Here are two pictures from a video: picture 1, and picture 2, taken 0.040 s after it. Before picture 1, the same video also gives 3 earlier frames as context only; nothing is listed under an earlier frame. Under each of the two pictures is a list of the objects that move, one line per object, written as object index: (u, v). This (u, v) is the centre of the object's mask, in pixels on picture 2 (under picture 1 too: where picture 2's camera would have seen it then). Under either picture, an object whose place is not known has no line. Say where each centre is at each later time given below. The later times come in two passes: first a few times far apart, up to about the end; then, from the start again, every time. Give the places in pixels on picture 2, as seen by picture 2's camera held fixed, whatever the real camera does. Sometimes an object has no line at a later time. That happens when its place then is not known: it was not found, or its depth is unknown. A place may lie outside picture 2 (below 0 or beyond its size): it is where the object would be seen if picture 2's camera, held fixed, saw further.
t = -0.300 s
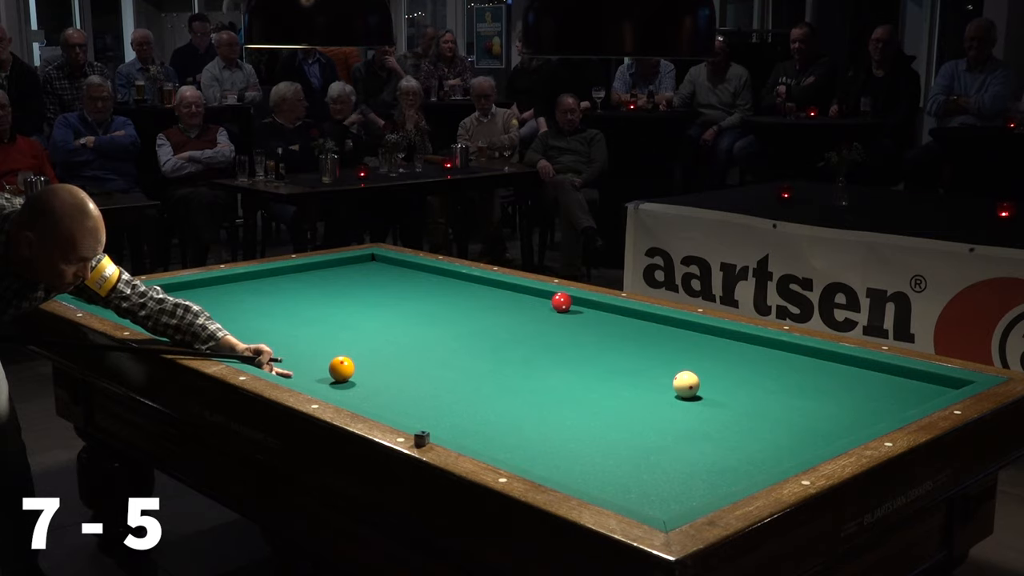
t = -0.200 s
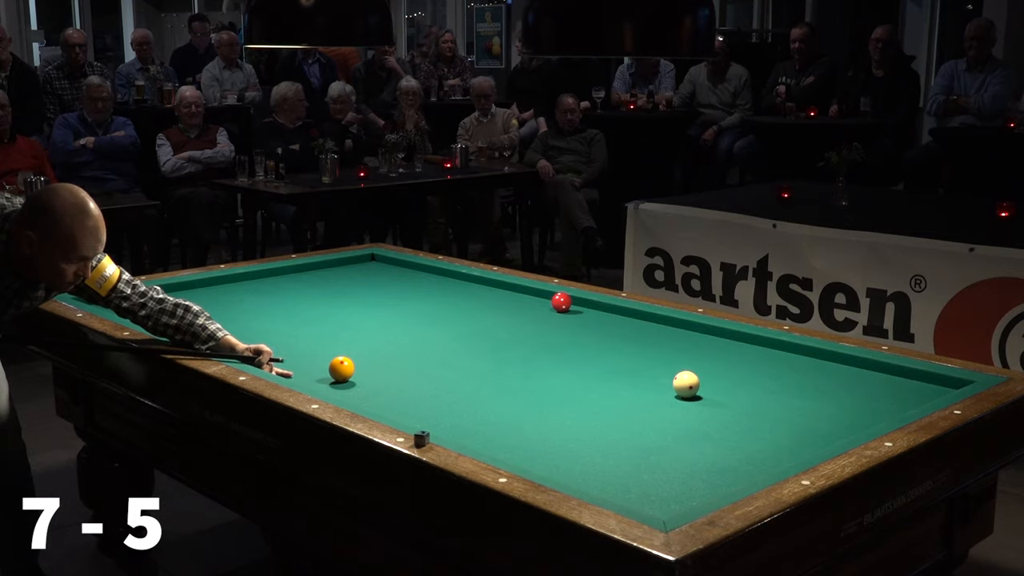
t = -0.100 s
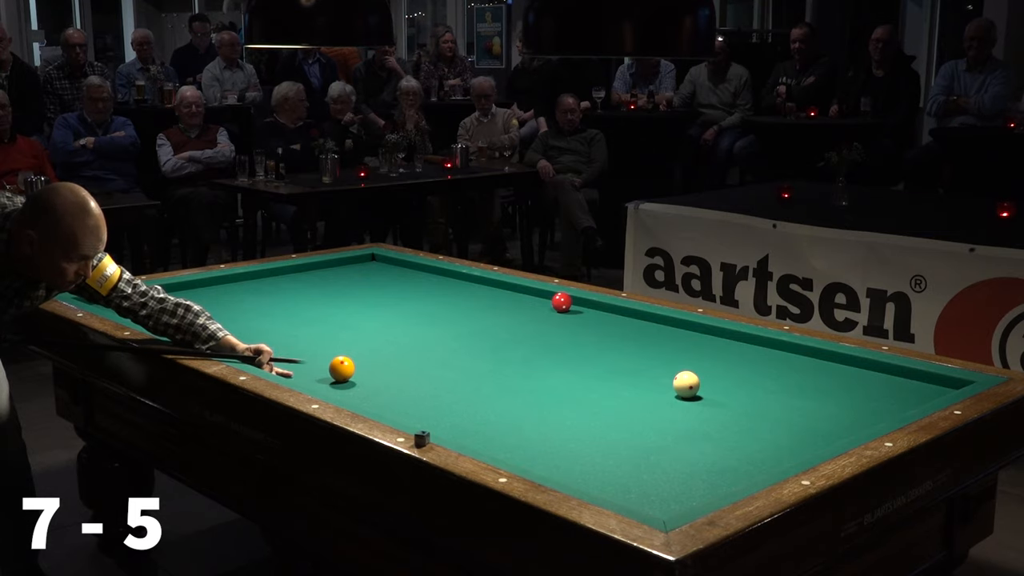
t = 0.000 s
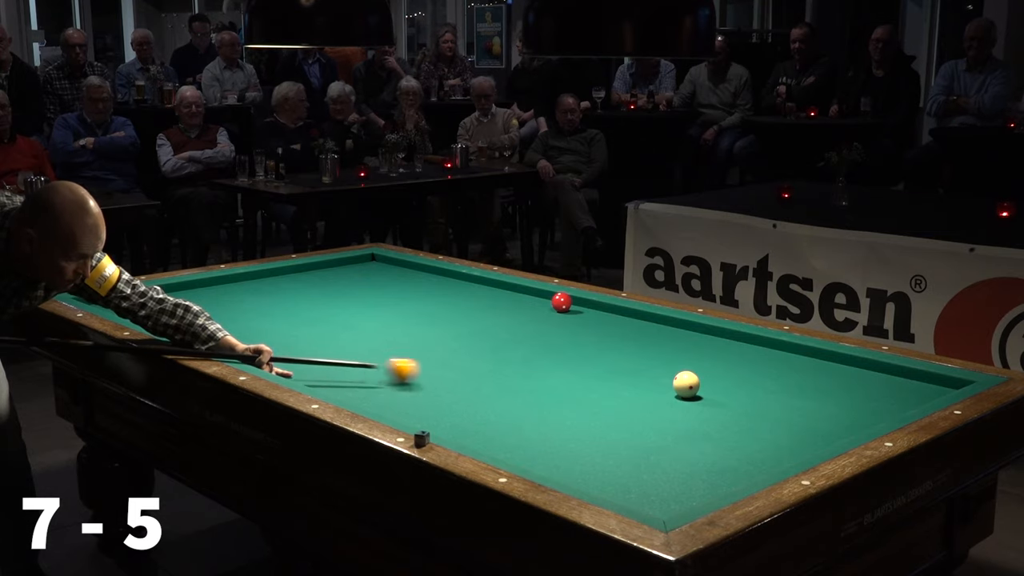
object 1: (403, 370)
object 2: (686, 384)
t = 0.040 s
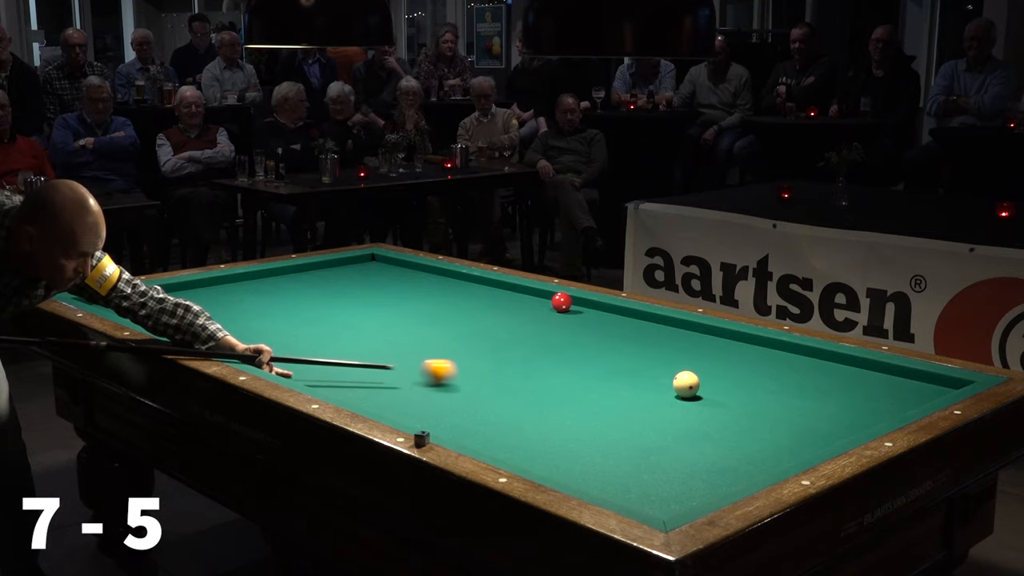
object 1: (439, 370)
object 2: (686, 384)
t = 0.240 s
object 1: (622, 376)
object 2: (686, 384)
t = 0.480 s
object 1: (754, 362)
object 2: (779, 409)
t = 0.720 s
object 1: (815, 366)
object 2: (831, 423)
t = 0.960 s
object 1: (809, 391)
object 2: (774, 407)
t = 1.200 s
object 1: (802, 420)
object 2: (723, 392)
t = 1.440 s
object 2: (677, 378)
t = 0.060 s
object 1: (457, 371)
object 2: (686, 384)
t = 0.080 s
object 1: (476, 371)
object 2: (686, 384)
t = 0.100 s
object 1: (494, 372)
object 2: (686, 384)
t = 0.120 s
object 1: (511, 373)
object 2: (686, 384)
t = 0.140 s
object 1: (530, 373)
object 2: (686, 384)
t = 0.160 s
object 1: (548, 374)
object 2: (686, 384)
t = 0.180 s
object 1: (567, 374)
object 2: (686, 384)
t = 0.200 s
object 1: (585, 375)
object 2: (686, 384)
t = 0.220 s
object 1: (603, 375)
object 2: (686, 384)
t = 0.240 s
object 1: (622, 376)
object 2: (686, 384)
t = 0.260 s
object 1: (640, 377)
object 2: (686, 384)
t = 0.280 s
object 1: (658, 378)
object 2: (686, 384)
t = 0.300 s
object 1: (670, 376)
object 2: (692, 386)
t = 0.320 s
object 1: (679, 374)
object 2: (702, 389)
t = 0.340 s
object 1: (689, 373)
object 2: (712, 391)
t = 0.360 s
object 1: (698, 372)
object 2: (722, 394)
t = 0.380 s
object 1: (707, 370)
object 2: (732, 397)
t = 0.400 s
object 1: (716, 368)
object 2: (742, 399)
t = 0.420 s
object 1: (725, 367)
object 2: (752, 402)
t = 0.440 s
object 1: (735, 365)
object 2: (761, 405)
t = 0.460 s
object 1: (745, 363)
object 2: (770, 407)
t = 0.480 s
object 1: (754, 362)
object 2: (779, 409)
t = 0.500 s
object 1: (764, 361)
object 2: (788, 412)
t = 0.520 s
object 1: (775, 359)
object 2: (796, 414)
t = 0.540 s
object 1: (785, 358)
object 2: (805, 416)
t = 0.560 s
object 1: (795, 357)
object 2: (814, 419)
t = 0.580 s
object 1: (804, 356)
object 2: (822, 421)
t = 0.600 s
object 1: (814, 355)
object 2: (832, 423)
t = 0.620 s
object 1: (822, 355)
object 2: (840, 425)
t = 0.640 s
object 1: (821, 357)
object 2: (848, 426)
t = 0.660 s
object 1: (819, 359)
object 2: (850, 426)
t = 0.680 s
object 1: (818, 361)
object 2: (844, 426)
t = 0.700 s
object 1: (817, 364)
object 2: (837, 426)
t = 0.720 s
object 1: (815, 366)
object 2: (831, 423)
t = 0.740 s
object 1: (814, 368)
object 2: (825, 422)
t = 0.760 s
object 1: (813, 370)
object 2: (820, 420)
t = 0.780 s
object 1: (813, 372)
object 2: (815, 419)
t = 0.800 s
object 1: (812, 374)
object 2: (810, 418)
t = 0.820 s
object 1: (812, 376)
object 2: (806, 416)
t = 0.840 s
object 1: (811, 379)
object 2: (801, 415)
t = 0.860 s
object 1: (811, 381)
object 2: (796, 414)
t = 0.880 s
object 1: (810, 383)
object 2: (792, 412)
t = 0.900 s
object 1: (810, 385)
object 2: (787, 411)
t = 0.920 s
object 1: (809, 387)
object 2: (783, 410)
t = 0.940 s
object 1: (809, 389)
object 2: (778, 408)
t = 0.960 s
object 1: (809, 391)
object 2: (774, 407)
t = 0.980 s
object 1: (808, 394)
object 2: (769, 406)
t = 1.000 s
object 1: (808, 396)
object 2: (765, 404)
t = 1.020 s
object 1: (807, 398)
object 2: (760, 403)
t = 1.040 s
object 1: (807, 401)
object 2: (756, 402)
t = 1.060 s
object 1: (806, 403)
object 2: (752, 400)
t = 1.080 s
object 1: (806, 405)
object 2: (748, 399)
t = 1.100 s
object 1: (805, 408)
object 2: (743, 398)
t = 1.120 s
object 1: (805, 410)
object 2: (739, 397)
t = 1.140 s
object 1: (804, 413)
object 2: (735, 396)
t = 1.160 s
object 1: (804, 415)
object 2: (731, 395)
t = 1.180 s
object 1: (803, 418)
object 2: (727, 393)
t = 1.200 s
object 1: (802, 420)
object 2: (723, 392)
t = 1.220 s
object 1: (802, 423)
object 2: (719, 391)
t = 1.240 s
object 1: (801, 425)
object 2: (715, 390)
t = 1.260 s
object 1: (800, 428)
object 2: (711, 389)
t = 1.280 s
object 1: (799, 430)
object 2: (707, 387)
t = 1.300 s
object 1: (799, 433)
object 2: (703, 386)
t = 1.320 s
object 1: (798, 435)
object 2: (699, 385)
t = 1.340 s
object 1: (797, 437)
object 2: (696, 384)
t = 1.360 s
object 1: (796, 440)
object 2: (692, 383)
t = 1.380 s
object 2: (688, 381)
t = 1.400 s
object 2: (684, 380)
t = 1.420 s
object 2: (681, 379)
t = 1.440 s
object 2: (677, 378)
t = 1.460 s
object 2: (673, 377)
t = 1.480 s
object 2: (670, 376)
